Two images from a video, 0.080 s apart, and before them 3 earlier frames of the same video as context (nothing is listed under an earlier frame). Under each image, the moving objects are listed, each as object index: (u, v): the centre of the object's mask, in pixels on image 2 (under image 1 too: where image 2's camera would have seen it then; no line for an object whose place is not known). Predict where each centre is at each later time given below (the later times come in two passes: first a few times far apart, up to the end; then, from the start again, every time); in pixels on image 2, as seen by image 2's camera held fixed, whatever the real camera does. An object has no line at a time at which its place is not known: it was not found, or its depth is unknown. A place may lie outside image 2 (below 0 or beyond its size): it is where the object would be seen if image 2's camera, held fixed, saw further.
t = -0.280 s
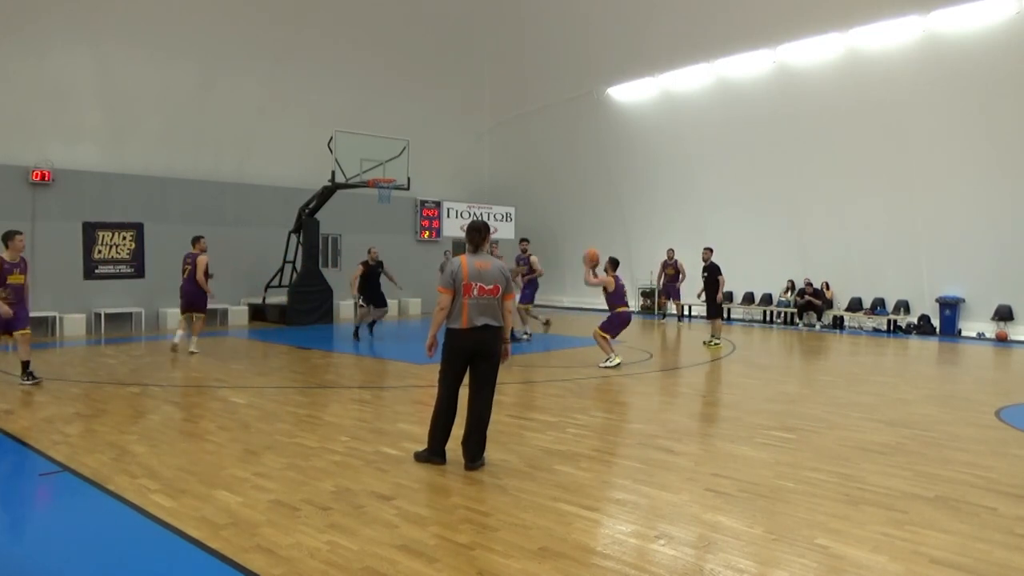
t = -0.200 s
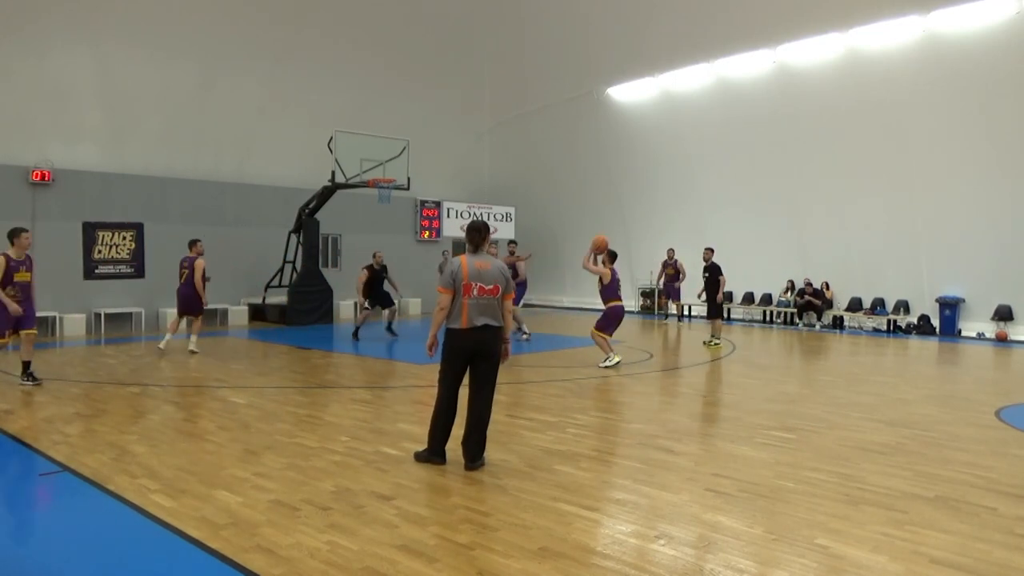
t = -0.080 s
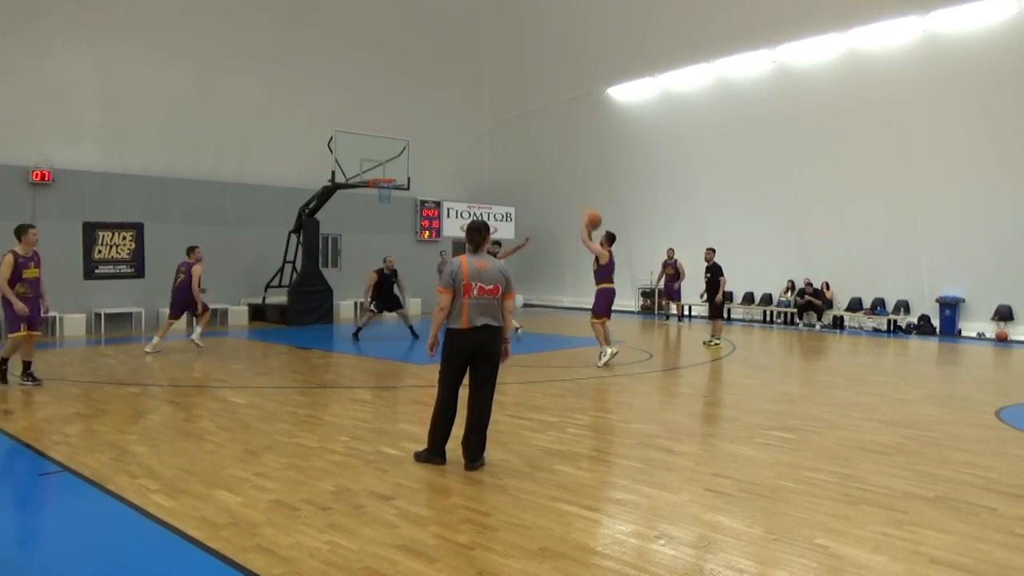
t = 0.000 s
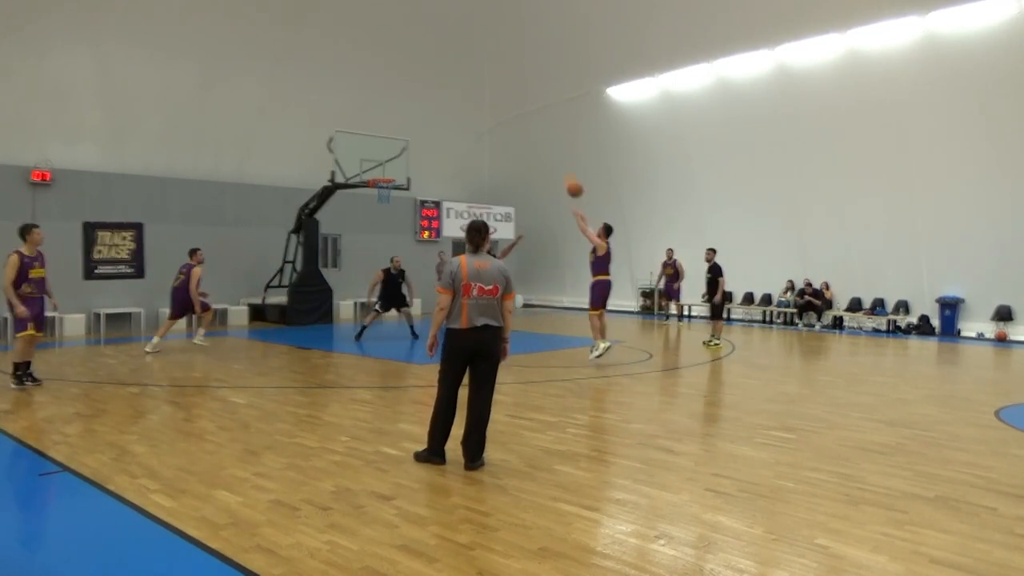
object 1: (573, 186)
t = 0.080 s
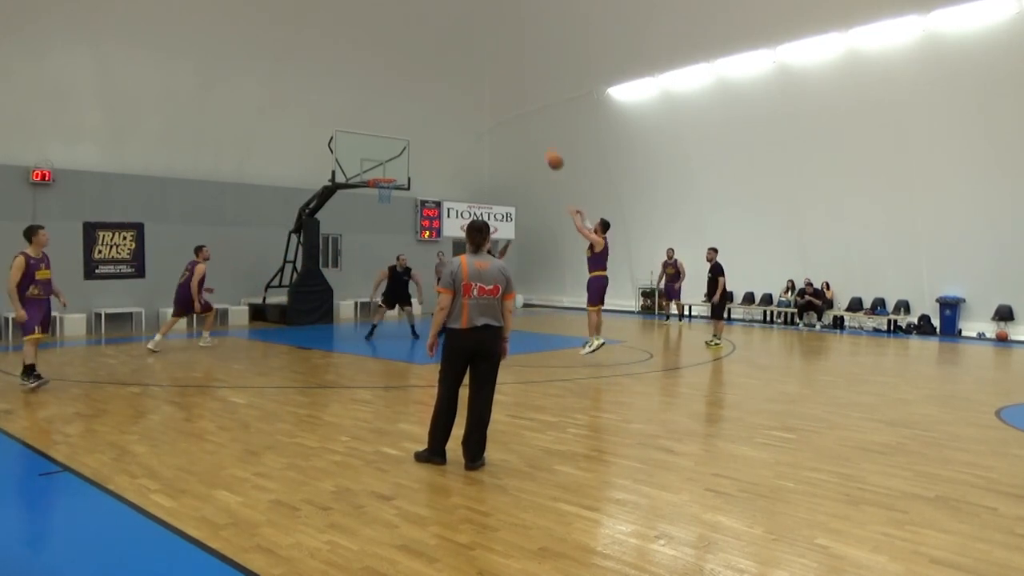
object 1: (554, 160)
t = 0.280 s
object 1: (509, 115)
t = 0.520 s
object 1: (460, 97)
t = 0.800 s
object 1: (413, 116)
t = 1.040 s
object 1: (377, 161)
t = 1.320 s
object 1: (380, 145)
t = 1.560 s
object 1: (390, 141)
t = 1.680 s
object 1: (396, 151)
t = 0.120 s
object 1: (545, 148)
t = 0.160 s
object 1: (535, 138)
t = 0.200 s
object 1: (526, 129)
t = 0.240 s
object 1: (518, 122)
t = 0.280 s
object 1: (509, 115)
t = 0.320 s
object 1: (500, 110)
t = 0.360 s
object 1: (492, 105)
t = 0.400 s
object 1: (484, 101)
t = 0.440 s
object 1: (476, 99)
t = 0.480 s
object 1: (468, 98)
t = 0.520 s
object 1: (460, 97)
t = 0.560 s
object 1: (453, 97)
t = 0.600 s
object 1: (446, 98)
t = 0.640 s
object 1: (439, 100)
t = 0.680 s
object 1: (432, 103)
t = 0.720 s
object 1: (426, 107)
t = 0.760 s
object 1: (419, 111)
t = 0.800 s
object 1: (413, 116)
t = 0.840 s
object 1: (407, 121)
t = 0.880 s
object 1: (400, 128)
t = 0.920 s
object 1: (394, 136)
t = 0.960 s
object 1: (388, 144)
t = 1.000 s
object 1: (383, 153)
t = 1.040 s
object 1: (377, 161)
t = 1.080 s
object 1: (371, 171)
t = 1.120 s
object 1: (372, 171)
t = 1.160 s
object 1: (374, 162)
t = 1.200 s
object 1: (375, 158)
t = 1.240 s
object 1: (377, 152)
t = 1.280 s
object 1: (378, 148)
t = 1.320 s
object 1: (380, 145)
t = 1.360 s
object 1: (382, 142)
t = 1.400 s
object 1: (383, 140)
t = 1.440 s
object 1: (385, 139)
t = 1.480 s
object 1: (387, 139)
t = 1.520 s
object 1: (389, 140)
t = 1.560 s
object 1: (390, 141)
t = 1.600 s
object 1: (392, 143)
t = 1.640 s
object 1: (394, 146)
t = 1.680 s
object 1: (396, 151)
